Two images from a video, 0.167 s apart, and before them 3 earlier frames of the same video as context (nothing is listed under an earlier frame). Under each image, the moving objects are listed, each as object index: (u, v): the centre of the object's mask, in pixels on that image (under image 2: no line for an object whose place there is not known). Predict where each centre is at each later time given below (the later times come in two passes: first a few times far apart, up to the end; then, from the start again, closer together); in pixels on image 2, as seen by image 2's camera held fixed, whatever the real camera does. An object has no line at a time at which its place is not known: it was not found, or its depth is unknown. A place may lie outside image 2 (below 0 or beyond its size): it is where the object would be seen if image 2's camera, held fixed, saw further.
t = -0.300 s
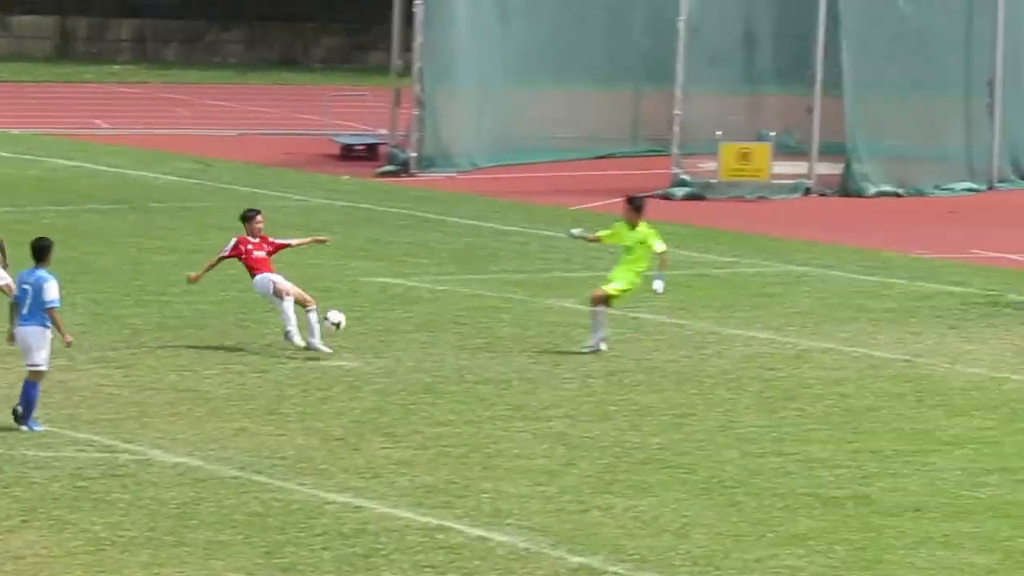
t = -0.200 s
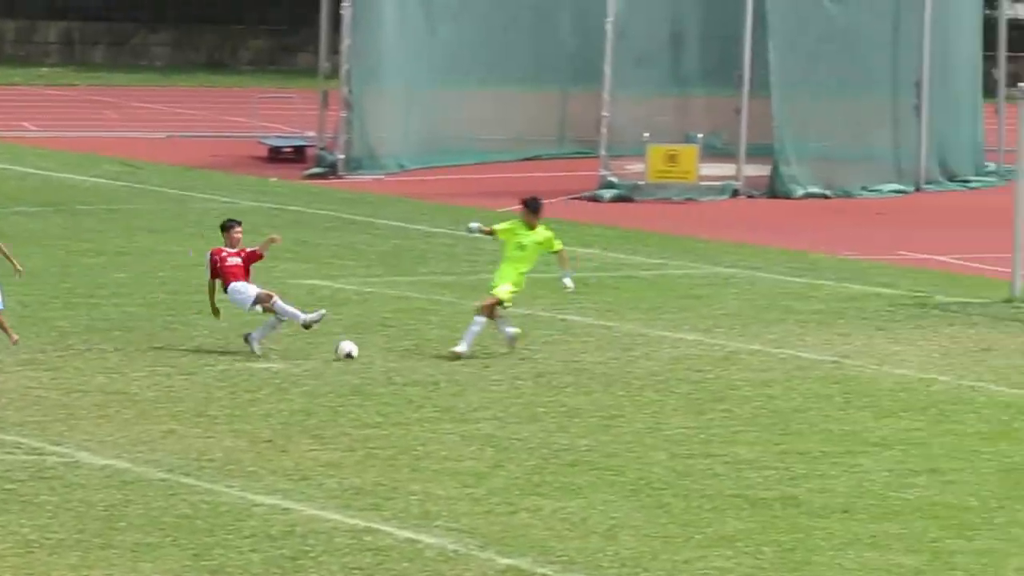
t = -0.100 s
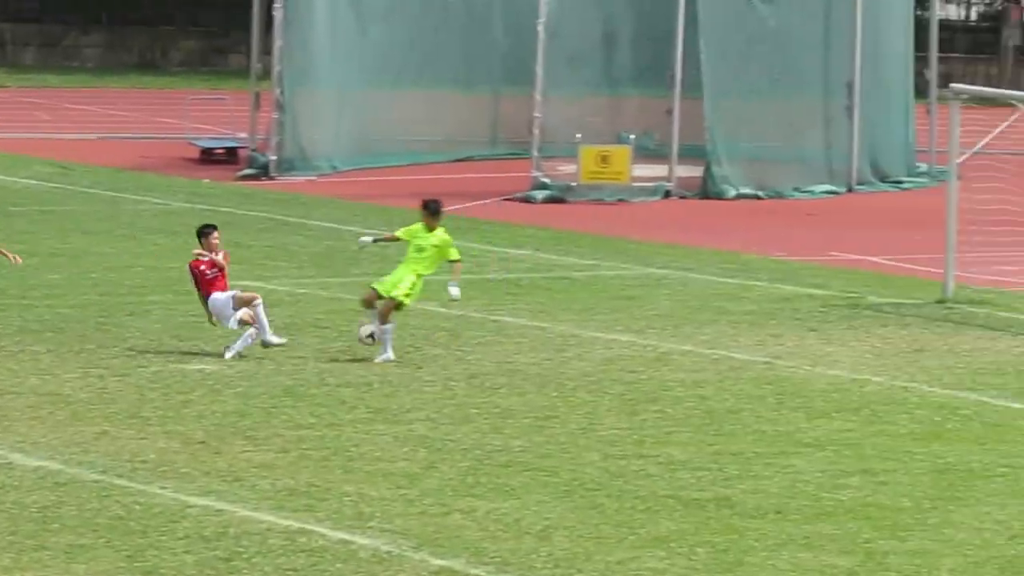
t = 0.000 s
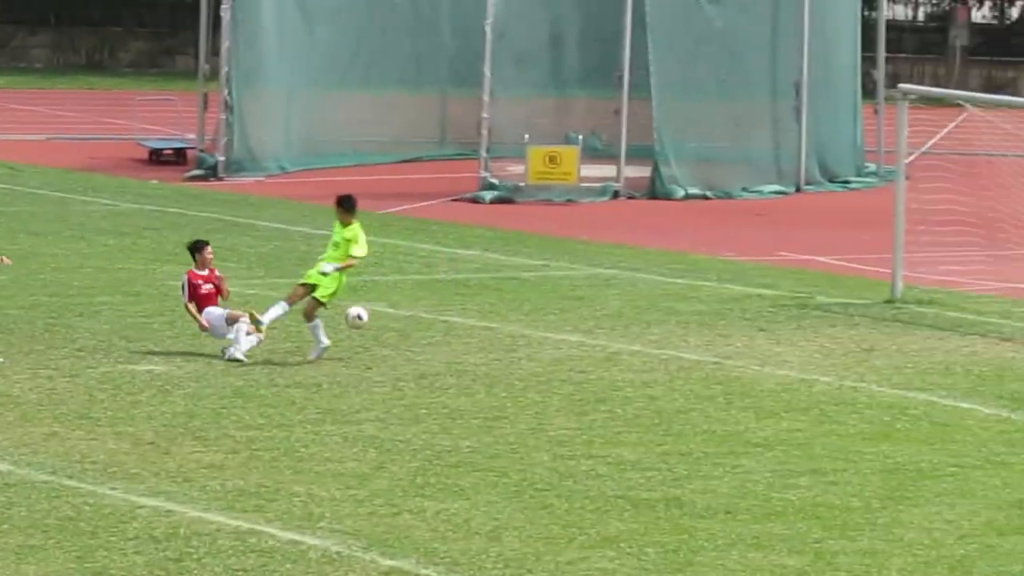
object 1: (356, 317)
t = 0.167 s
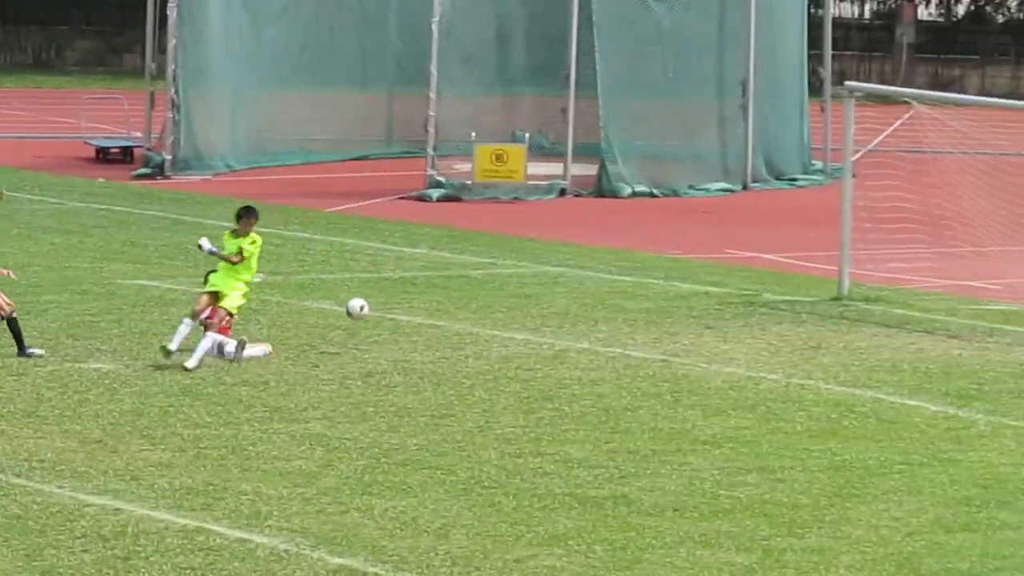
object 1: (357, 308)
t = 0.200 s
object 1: (367, 310)
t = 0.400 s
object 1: (432, 335)
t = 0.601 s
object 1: (525, 314)
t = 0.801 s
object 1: (613, 328)
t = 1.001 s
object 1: (696, 321)
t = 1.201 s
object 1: (777, 309)
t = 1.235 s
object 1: (789, 307)
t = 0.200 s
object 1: (367, 310)
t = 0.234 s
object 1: (377, 314)
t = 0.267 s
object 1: (388, 318)
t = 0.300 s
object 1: (397, 322)
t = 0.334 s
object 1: (407, 331)
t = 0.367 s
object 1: (417, 338)
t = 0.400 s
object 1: (432, 335)
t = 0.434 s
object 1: (447, 329)
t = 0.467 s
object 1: (463, 323)
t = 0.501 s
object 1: (479, 320)
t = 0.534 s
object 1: (494, 316)
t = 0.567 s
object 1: (510, 315)
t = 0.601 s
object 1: (525, 314)
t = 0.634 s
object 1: (540, 316)
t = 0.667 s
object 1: (554, 317)
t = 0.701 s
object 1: (570, 320)
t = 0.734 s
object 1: (585, 324)
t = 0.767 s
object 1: (599, 330)
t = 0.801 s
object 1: (613, 328)
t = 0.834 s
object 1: (627, 324)
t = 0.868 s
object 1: (641, 321)
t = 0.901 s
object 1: (655, 319)
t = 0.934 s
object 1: (669, 318)
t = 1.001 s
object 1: (696, 321)
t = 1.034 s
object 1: (710, 322)
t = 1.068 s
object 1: (724, 322)
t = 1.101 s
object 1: (738, 317)
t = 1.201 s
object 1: (777, 309)
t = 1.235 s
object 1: (789, 307)
